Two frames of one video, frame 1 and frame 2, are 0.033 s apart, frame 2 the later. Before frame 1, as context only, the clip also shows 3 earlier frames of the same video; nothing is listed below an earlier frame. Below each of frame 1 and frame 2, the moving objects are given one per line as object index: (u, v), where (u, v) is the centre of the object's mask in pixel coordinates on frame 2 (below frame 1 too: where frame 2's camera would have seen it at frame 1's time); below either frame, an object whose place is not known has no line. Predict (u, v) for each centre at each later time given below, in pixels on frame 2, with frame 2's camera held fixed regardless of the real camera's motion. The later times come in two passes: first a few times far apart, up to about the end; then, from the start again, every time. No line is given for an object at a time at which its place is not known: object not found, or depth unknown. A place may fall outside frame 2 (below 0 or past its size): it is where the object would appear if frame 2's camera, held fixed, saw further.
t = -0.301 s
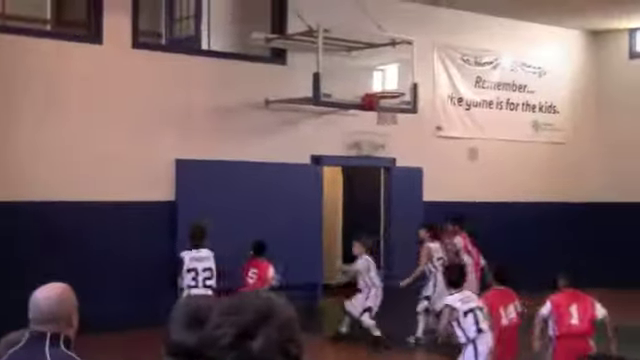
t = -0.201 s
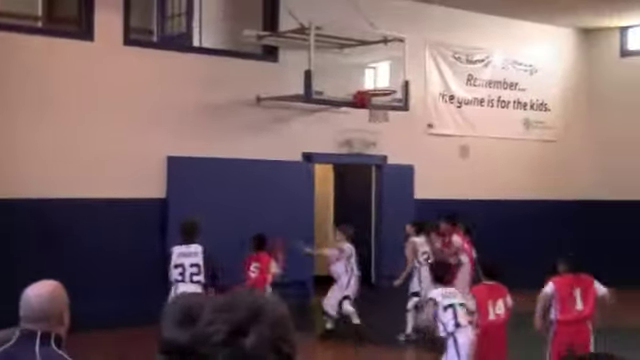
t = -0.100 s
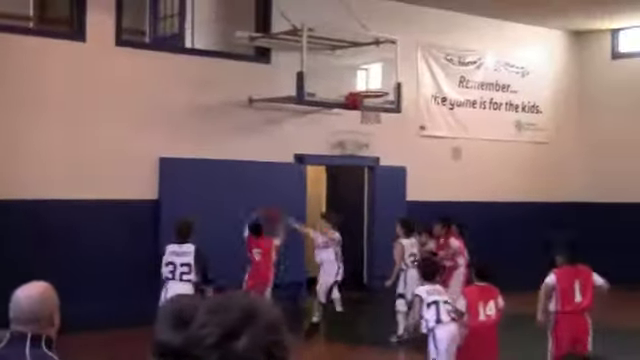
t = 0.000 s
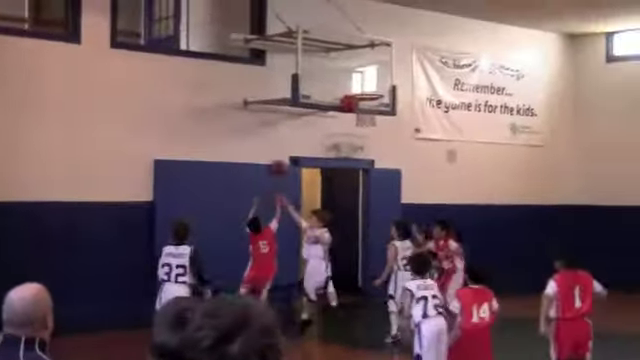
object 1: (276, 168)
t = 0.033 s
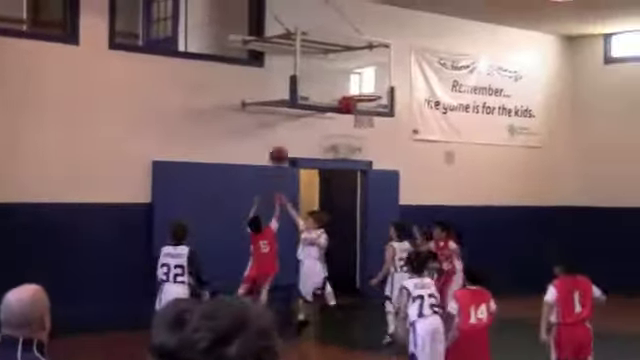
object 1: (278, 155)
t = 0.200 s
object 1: (292, 107)
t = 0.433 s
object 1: (313, 69)
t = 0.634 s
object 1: (327, 74)
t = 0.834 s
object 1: (336, 86)
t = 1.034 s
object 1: (318, 80)
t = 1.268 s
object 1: (307, 111)
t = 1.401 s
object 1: (299, 147)
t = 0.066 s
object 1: (281, 142)
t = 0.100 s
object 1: (284, 131)
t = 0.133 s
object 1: (287, 120)
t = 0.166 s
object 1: (289, 113)
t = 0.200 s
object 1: (292, 107)
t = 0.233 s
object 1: (301, 94)
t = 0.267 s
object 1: (302, 89)
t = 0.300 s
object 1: (304, 83)
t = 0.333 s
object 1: (305, 78)
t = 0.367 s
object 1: (307, 74)
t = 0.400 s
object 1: (310, 71)
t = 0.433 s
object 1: (313, 69)
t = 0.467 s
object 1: (315, 68)
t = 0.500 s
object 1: (318, 67)
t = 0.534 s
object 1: (320, 67)
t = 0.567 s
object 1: (322, 68)
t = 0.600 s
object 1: (325, 71)
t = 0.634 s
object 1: (327, 74)
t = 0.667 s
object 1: (329, 77)
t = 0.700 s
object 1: (331, 81)
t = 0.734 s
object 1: (334, 85)
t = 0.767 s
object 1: (339, 90)
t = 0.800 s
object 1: (339, 90)
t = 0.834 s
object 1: (336, 86)
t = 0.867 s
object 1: (333, 83)
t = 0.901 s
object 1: (329, 81)
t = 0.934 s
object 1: (326, 80)
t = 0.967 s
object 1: (322, 79)
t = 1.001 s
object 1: (319, 79)
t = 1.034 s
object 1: (318, 80)
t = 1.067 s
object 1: (316, 82)
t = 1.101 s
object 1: (314, 85)
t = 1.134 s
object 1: (313, 89)
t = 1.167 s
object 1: (311, 93)
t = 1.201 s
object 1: (310, 99)
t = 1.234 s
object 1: (308, 104)
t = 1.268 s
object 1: (307, 111)
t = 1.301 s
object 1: (305, 119)
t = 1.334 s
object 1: (303, 127)
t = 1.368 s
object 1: (301, 137)
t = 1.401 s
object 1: (299, 147)
